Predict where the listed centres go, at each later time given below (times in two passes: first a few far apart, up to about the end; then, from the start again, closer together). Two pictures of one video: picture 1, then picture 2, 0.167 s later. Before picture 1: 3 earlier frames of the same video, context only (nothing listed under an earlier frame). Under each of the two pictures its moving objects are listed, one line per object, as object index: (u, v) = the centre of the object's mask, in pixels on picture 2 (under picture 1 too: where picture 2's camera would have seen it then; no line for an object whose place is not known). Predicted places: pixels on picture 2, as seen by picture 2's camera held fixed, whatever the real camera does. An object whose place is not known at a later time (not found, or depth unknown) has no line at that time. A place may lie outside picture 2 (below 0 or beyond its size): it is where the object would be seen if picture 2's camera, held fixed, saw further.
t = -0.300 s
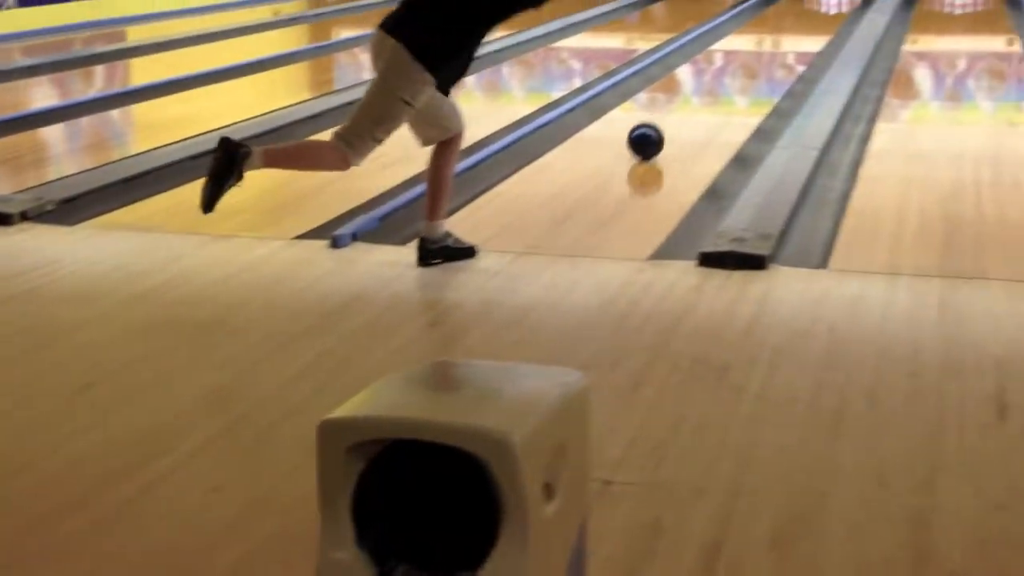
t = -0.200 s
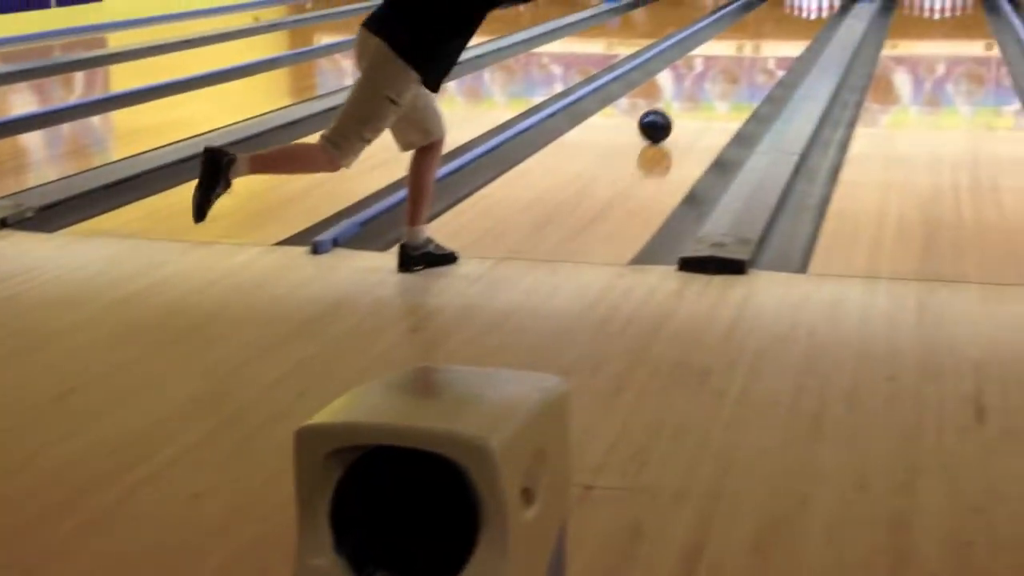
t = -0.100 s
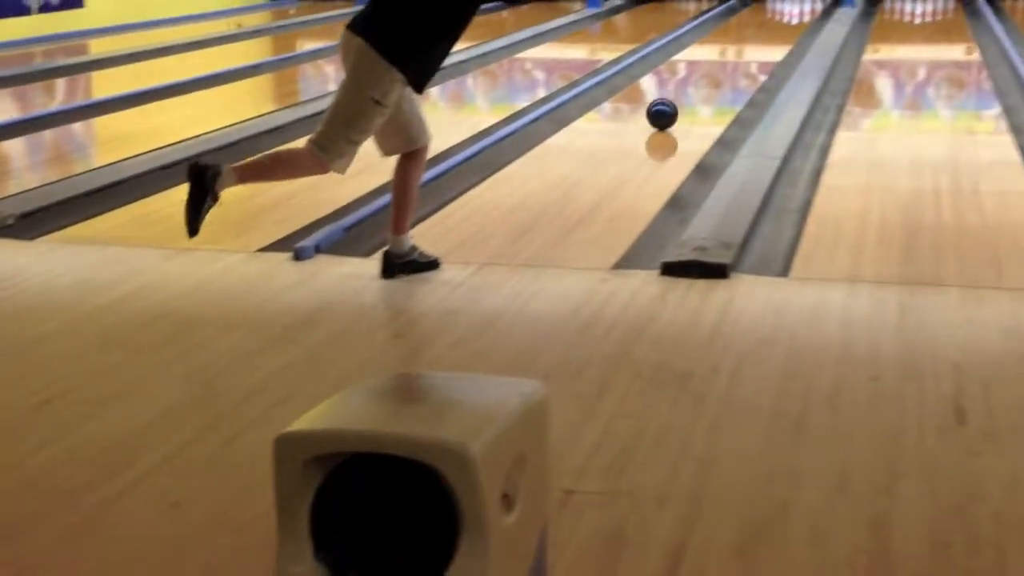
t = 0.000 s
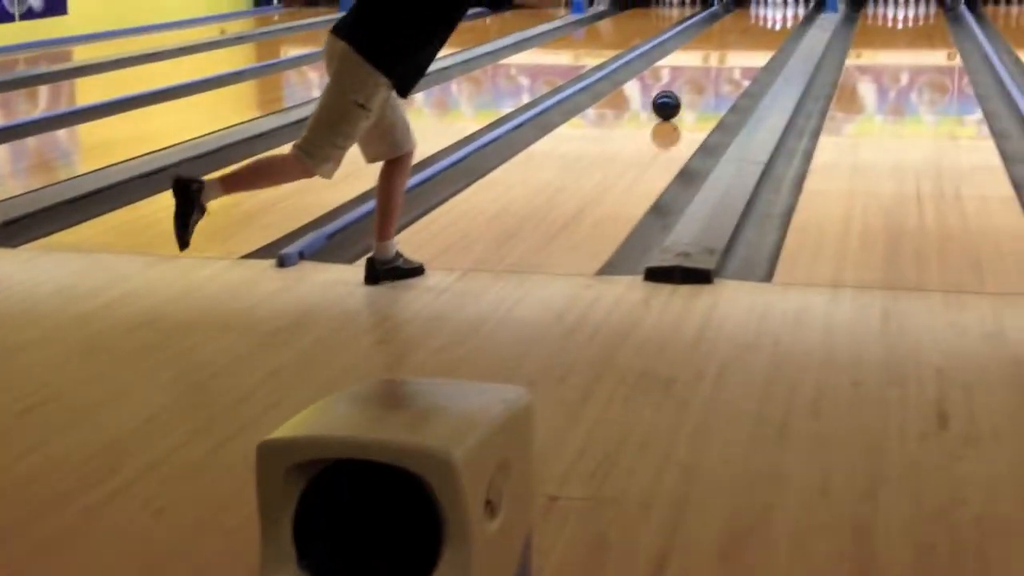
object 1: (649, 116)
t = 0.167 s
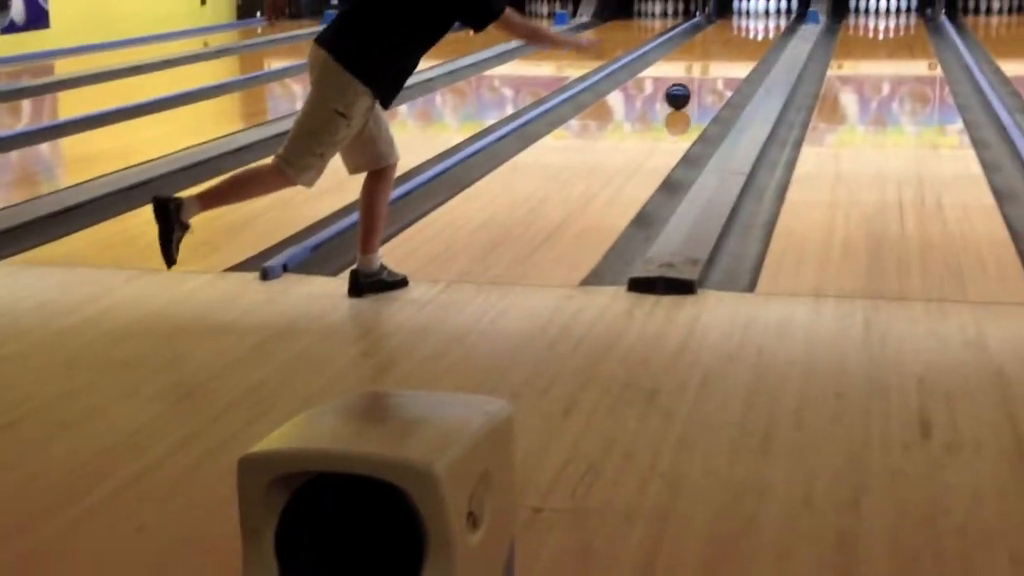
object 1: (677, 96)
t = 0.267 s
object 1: (692, 85)
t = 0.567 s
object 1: (725, 61)
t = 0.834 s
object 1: (748, 43)
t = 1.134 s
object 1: (763, 27)
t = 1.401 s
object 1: (769, 18)
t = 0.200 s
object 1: (682, 92)
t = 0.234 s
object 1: (687, 89)
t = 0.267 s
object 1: (692, 85)
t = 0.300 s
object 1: (696, 82)
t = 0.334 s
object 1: (700, 79)
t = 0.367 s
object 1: (704, 76)
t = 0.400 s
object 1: (708, 73)
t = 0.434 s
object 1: (712, 71)
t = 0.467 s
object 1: (715, 68)
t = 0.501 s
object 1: (719, 65)
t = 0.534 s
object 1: (722, 63)
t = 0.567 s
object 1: (725, 61)
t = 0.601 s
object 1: (728, 58)
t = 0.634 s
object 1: (731, 56)
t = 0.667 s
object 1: (734, 54)
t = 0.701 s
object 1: (737, 52)
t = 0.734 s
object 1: (742, 48)
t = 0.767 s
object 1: (744, 46)
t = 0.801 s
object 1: (746, 44)
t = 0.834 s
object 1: (748, 43)
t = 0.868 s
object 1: (750, 41)
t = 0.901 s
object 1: (753, 39)
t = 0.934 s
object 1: (755, 37)
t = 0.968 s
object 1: (756, 35)
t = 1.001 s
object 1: (757, 34)
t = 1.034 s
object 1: (760, 32)
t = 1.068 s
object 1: (761, 30)
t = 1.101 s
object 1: (762, 29)
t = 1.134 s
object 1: (763, 27)
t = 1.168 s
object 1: (764, 27)
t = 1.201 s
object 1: (766, 25)
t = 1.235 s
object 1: (767, 23)
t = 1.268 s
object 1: (767, 22)
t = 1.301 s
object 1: (768, 21)
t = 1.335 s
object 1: (769, 20)
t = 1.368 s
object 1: (769, 19)
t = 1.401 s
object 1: (769, 18)
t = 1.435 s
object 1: (770, 17)
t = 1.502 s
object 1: (770, 16)
